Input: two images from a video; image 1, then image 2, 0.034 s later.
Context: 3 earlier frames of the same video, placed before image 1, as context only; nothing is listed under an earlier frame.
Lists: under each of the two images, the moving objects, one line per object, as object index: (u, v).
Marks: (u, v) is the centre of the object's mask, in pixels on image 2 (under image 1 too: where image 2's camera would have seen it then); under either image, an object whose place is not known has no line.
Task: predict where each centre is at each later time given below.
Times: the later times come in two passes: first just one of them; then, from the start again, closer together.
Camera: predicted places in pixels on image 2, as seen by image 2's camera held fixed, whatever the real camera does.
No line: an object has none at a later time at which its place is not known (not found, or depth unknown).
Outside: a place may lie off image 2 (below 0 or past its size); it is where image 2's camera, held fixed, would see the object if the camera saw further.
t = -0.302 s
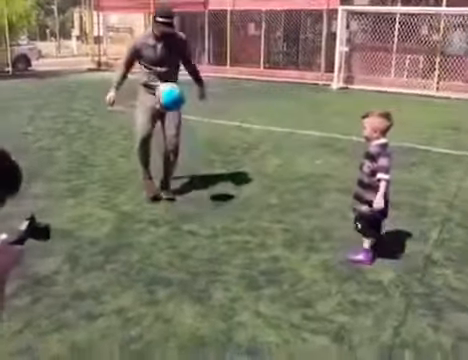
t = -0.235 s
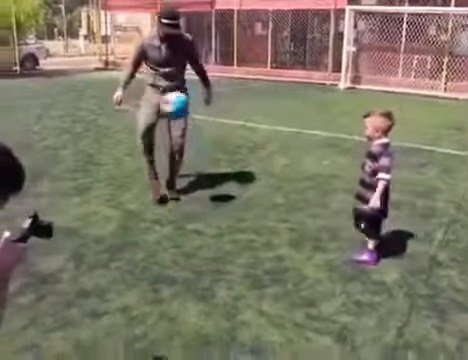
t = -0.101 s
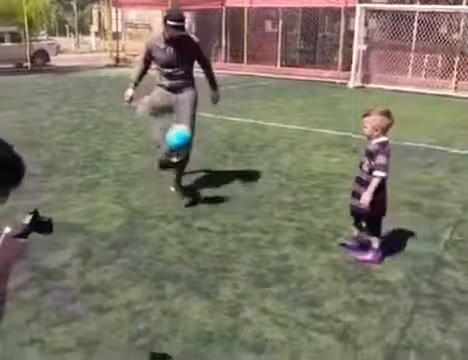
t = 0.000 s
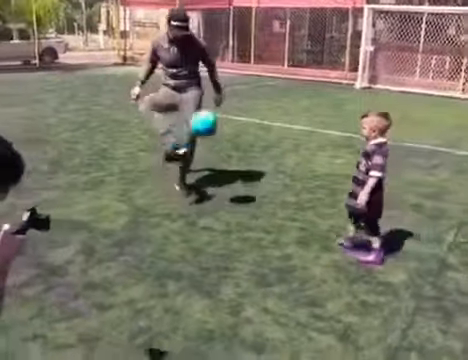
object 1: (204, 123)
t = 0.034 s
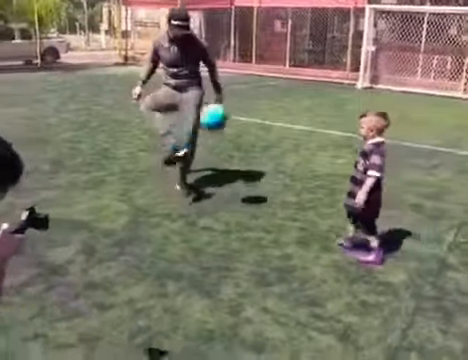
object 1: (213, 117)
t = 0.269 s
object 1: (273, 113)
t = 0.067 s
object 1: (221, 113)
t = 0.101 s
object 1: (230, 109)
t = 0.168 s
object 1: (247, 106)
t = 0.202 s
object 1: (256, 107)
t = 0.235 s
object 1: (265, 109)
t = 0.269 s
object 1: (273, 113)
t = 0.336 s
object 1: (291, 125)
